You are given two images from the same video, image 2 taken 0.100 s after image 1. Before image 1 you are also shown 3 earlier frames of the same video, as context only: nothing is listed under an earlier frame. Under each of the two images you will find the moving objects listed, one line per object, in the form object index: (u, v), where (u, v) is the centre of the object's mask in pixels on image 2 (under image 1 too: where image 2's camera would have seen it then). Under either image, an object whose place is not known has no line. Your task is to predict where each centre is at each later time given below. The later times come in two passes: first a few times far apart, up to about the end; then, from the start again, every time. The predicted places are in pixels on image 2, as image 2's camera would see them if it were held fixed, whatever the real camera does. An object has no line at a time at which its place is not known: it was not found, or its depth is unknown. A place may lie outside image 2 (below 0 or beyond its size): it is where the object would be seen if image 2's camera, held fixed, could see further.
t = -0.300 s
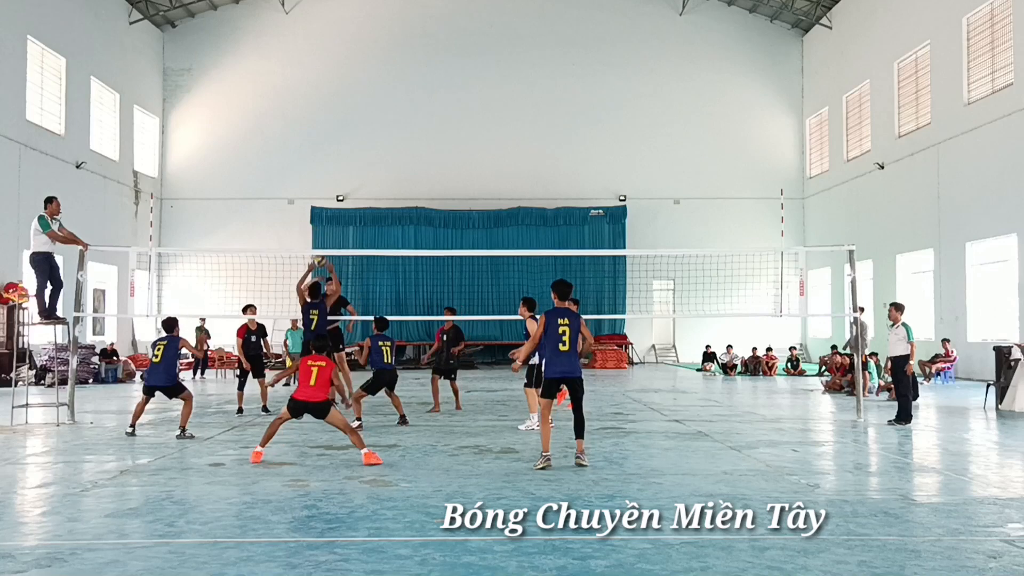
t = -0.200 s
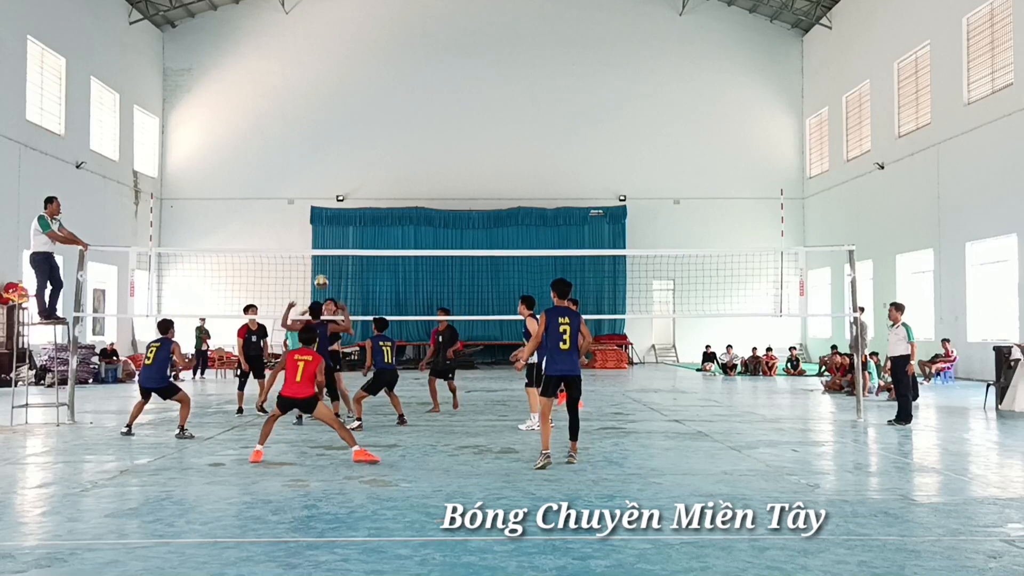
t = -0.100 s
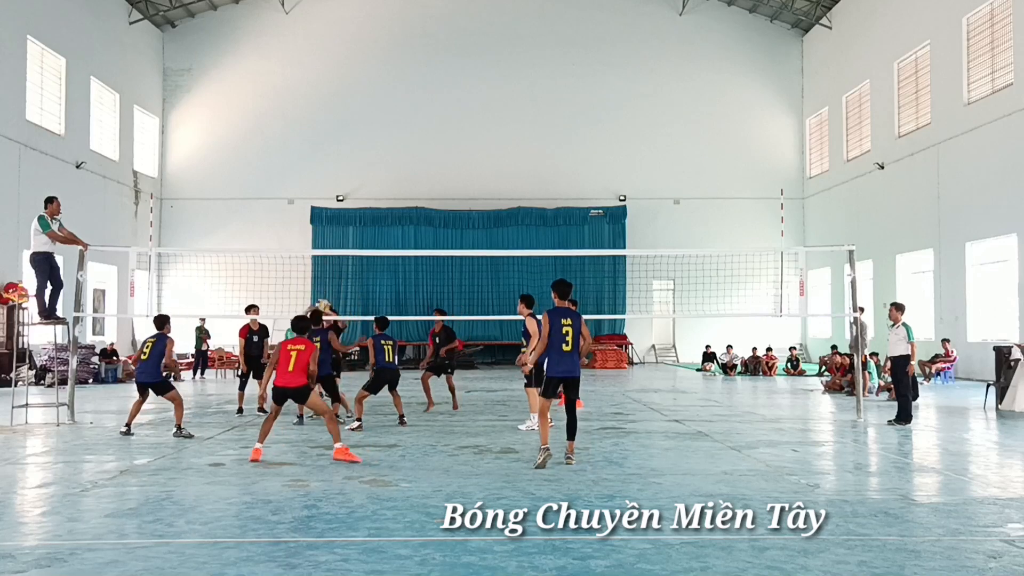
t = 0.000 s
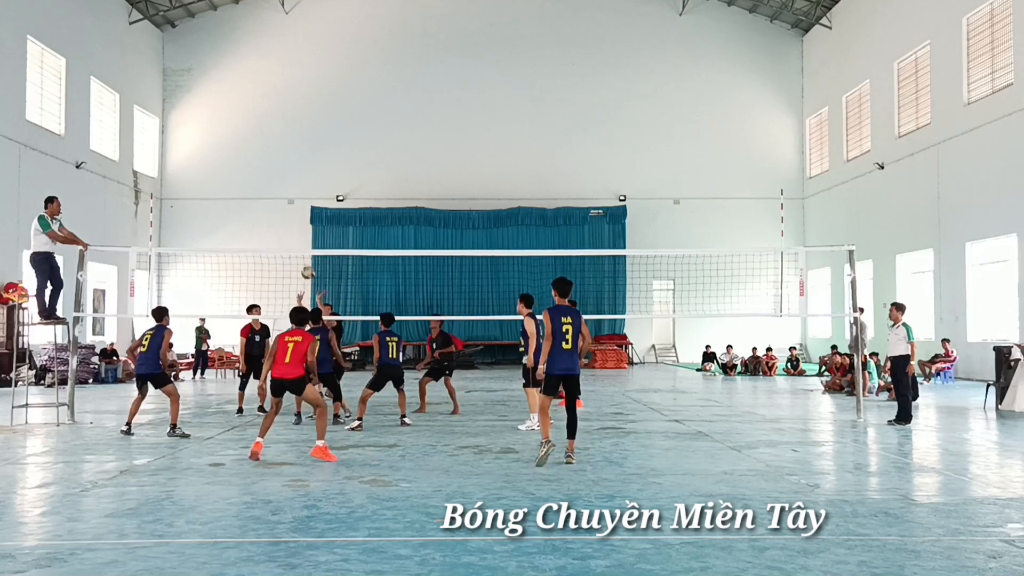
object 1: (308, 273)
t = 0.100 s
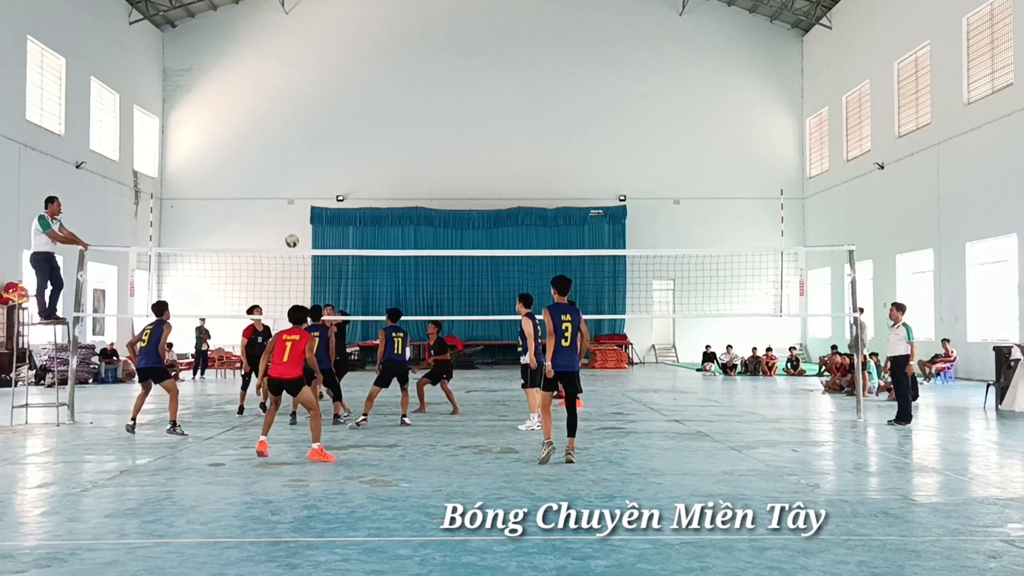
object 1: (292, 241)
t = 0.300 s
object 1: (260, 199)
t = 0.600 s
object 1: (215, 187)
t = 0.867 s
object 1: (178, 223)
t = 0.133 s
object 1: (286, 232)
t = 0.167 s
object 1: (281, 224)
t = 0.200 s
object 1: (276, 217)
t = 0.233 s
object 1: (270, 210)
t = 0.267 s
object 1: (265, 204)
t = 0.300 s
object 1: (260, 199)
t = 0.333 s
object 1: (255, 195)
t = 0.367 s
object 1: (250, 192)
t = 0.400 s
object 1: (245, 189)
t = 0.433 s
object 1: (240, 187)
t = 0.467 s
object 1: (235, 186)
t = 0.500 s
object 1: (230, 185)
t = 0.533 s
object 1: (225, 185)
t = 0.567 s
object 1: (220, 186)
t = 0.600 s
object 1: (215, 187)
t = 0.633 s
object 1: (210, 189)
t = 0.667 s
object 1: (206, 192)
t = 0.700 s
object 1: (201, 195)
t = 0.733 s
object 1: (196, 200)
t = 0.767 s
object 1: (192, 205)
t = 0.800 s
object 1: (187, 210)
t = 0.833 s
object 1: (182, 216)
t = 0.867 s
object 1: (178, 223)
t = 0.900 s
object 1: (173, 230)
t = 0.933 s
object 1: (169, 239)
